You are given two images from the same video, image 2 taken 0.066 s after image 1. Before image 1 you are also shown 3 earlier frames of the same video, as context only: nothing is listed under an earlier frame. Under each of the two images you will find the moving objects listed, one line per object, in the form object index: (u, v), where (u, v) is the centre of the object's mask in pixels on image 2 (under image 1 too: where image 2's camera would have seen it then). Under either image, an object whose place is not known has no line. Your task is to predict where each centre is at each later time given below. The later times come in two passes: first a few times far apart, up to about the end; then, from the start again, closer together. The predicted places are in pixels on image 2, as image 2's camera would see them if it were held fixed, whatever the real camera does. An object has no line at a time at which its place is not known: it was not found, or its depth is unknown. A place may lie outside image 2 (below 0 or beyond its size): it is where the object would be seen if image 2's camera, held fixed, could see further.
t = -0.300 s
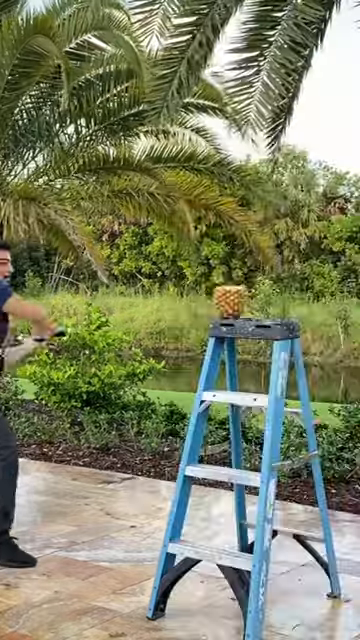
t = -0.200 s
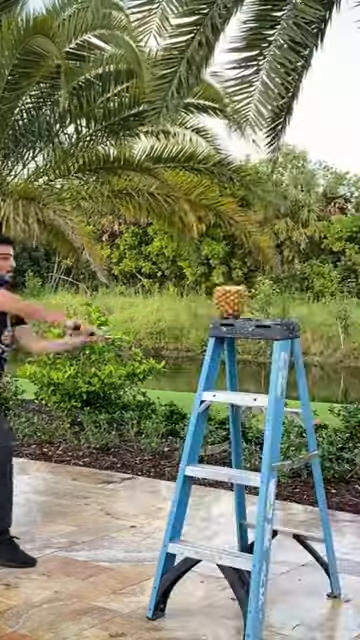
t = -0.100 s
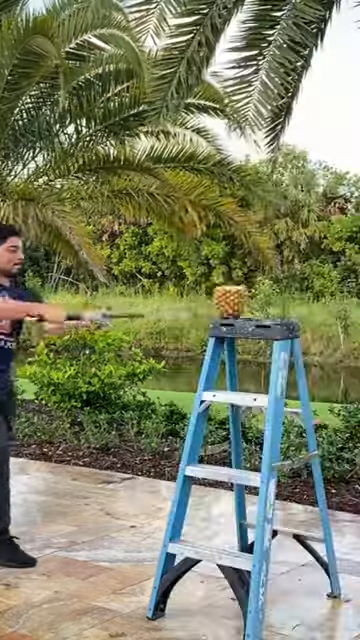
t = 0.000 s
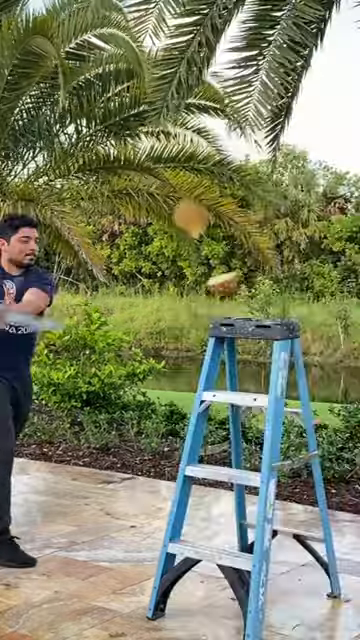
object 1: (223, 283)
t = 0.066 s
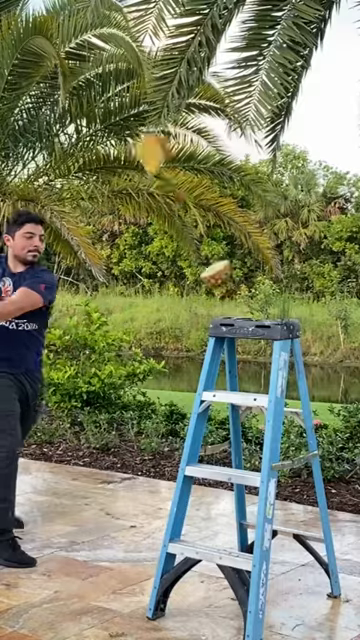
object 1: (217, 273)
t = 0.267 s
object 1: (199, 305)
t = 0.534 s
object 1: (174, 513)
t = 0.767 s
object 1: (135, 610)
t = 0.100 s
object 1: (213, 272)
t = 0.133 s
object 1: (212, 273)
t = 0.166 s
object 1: (210, 276)
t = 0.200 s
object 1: (207, 282)
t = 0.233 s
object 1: (202, 294)
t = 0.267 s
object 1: (199, 305)
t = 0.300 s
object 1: (195, 327)
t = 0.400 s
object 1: (185, 386)
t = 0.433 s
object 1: (183, 413)
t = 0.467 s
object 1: (179, 445)
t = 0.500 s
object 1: (177, 477)
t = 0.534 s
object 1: (174, 513)
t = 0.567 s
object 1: (172, 555)
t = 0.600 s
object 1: (166, 593)
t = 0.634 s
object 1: (158, 618)
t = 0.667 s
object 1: (153, 609)
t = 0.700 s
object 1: (148, 608)
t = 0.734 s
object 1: (141, 609)
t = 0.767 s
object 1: (135, 610)
